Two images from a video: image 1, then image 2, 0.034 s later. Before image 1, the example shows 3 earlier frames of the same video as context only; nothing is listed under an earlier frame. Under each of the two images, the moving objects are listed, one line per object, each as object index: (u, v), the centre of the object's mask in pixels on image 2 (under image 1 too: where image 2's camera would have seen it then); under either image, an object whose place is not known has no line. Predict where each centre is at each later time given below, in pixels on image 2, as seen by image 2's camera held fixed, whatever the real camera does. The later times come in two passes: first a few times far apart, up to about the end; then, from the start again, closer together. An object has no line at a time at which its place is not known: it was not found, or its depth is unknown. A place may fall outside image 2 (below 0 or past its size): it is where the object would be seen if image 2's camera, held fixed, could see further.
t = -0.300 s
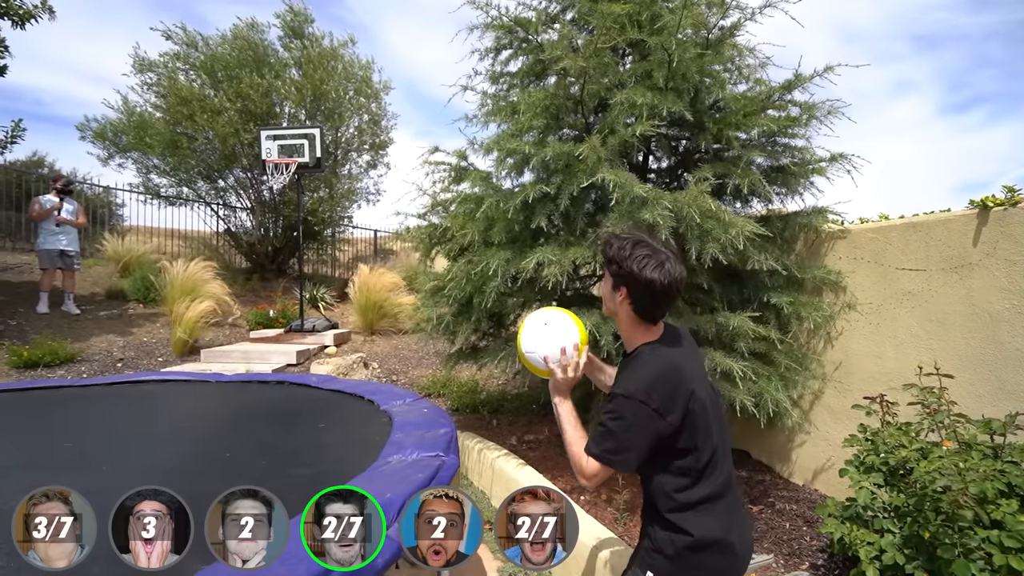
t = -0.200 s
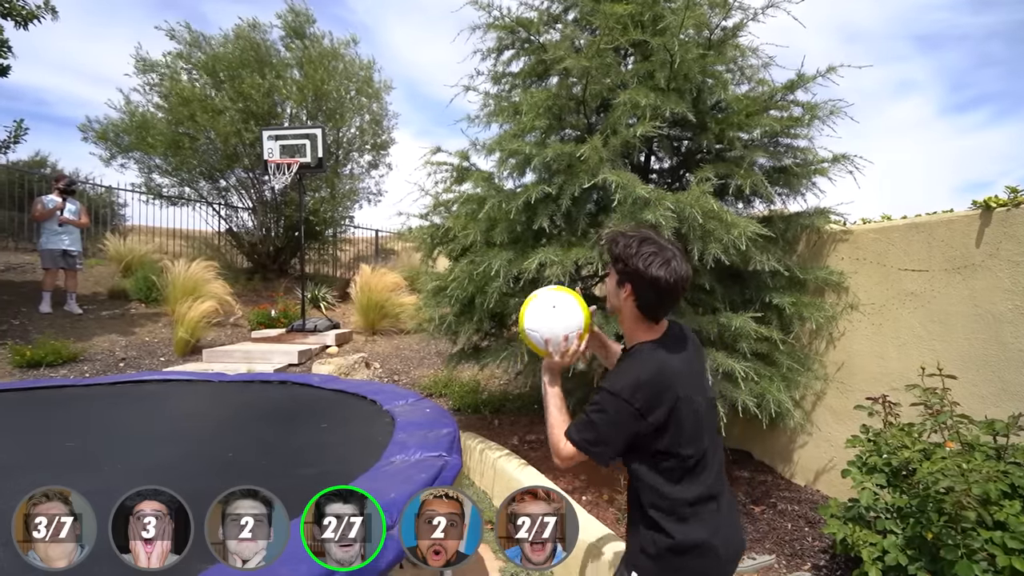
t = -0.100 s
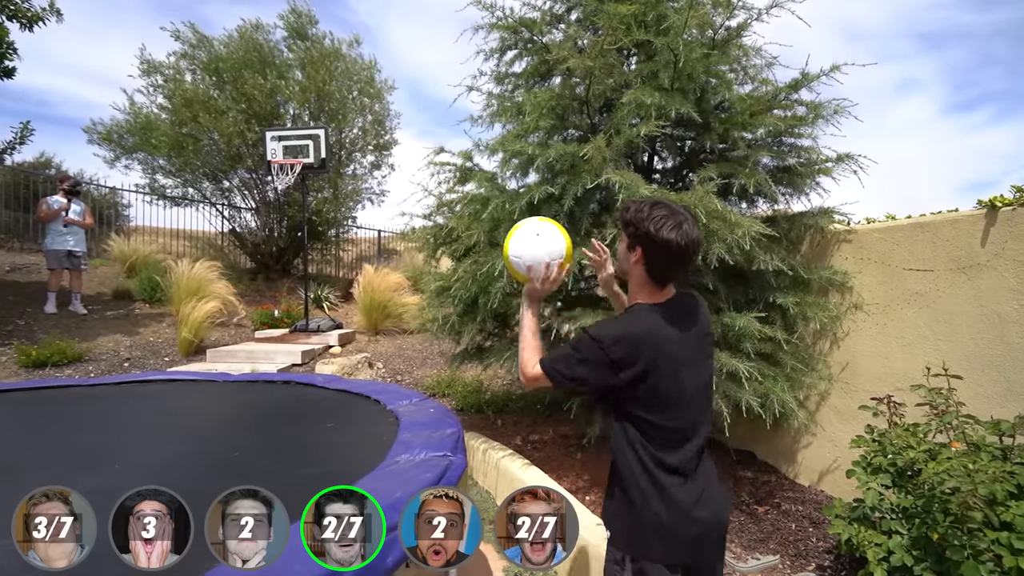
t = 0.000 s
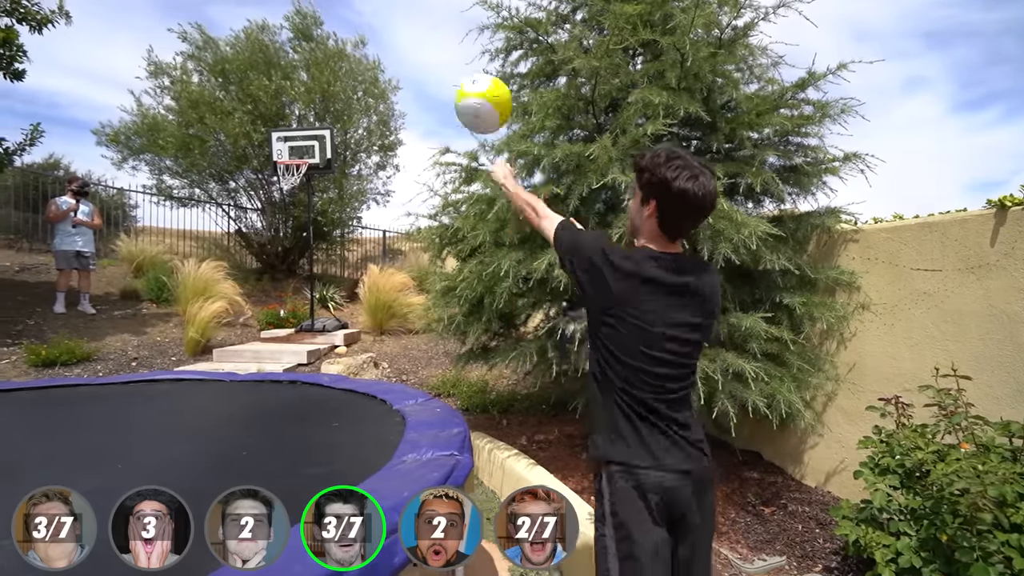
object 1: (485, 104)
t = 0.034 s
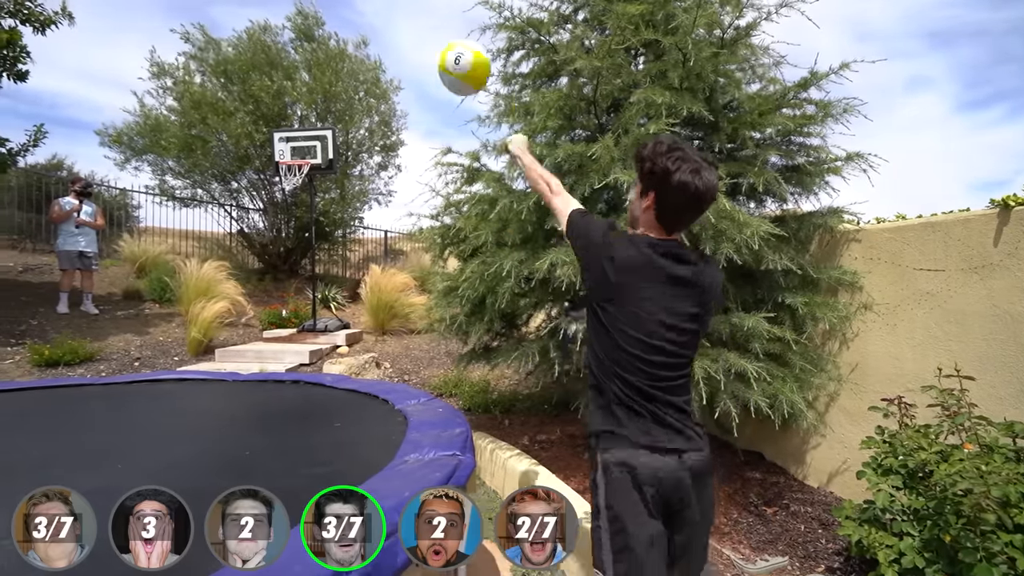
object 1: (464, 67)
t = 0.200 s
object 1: (394, -1)
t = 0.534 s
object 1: (325, -4)
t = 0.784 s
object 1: (301, 52)
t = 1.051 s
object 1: (277, 142)
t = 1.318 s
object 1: (240, 237)
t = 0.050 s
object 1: (454, 52)
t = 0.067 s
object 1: (446, 39)
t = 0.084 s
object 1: (438, 26)
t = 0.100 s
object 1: (431, 19)
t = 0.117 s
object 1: (424, 15)
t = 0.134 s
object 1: (417, 11)
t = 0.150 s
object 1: (411, 7)
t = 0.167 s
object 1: (405, 4)
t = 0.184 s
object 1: (400, 2)
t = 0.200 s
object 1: (394, -1)
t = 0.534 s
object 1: (325, -4)
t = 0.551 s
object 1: (323, -3)
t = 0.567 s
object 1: (322, -1)
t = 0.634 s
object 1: (314, 9)
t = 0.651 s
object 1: (313, 14)
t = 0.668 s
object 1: (312, 18)
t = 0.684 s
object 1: (311, 22)
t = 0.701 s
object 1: (309, 27)
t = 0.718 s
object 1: (307, 33)
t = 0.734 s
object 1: (307, 37)
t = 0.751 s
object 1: (305, 42)
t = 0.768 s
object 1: (303, 48)
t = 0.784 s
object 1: (301, 52)
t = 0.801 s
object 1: (299, 58)
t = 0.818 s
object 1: (298, 63)
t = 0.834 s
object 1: (297, 69)
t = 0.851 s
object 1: (295, 74)
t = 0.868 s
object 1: (294, 80)
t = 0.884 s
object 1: (293, 86)
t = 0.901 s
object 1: (292, 92)
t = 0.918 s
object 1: (290, 97)
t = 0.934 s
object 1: (289, 103)
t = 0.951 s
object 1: (287, 109)
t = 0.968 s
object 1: (286, 115)
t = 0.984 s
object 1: (284, 121)
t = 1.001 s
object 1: (283, 128)
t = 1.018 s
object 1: (282, 133)
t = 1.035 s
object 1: (279, 137)
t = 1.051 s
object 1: (277, 142)
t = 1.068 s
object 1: (274, 146)
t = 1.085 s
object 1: (272, 151)
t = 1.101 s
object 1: (269, 155)
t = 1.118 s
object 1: (267, 160)
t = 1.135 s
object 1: (265, 166)
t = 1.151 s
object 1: (263, 171)
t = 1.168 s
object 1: (261, 176)
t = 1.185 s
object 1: (259, 182)
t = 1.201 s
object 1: (257, 188)
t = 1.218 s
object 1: (254, 194)
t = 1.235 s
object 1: (252, 201)
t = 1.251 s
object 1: (251, 207)
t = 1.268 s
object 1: (248, 215)
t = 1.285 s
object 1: (246, 221)
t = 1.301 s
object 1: (243, 230)
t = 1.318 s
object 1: (240, 237)
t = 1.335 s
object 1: (237, 245)
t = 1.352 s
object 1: (235, 252)
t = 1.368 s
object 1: (232, 261)
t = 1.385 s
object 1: (229, 269)
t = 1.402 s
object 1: (227, 276)
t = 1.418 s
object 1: (224, 286)
